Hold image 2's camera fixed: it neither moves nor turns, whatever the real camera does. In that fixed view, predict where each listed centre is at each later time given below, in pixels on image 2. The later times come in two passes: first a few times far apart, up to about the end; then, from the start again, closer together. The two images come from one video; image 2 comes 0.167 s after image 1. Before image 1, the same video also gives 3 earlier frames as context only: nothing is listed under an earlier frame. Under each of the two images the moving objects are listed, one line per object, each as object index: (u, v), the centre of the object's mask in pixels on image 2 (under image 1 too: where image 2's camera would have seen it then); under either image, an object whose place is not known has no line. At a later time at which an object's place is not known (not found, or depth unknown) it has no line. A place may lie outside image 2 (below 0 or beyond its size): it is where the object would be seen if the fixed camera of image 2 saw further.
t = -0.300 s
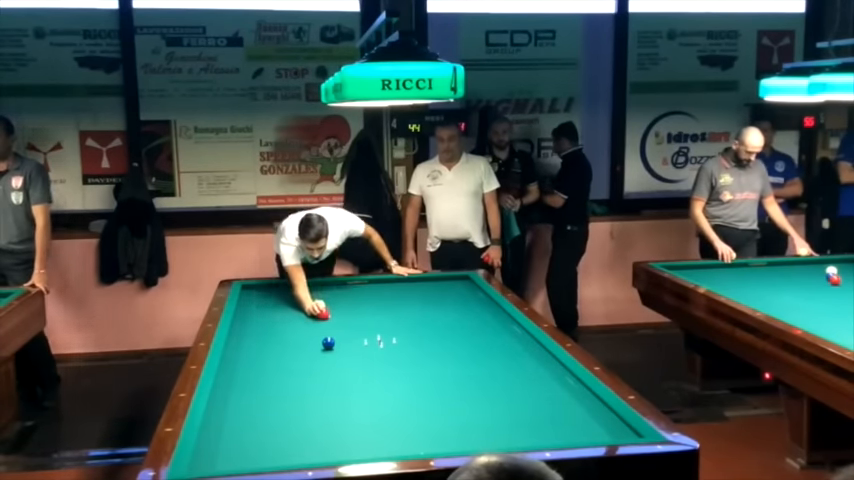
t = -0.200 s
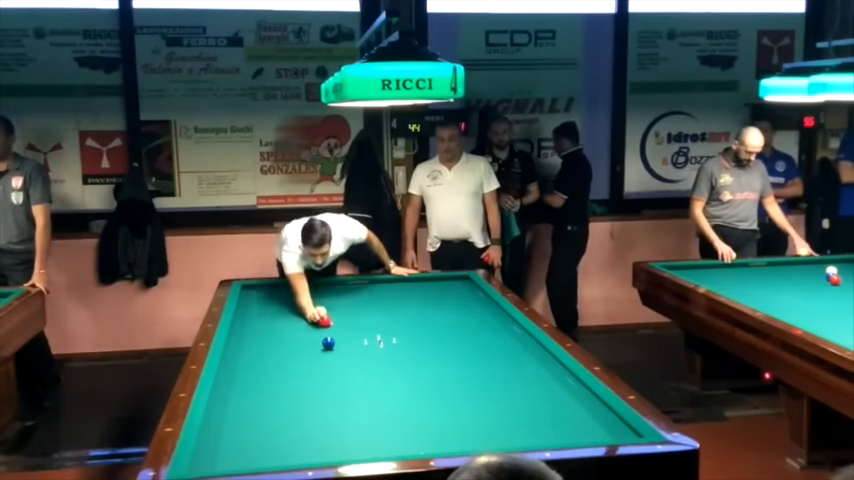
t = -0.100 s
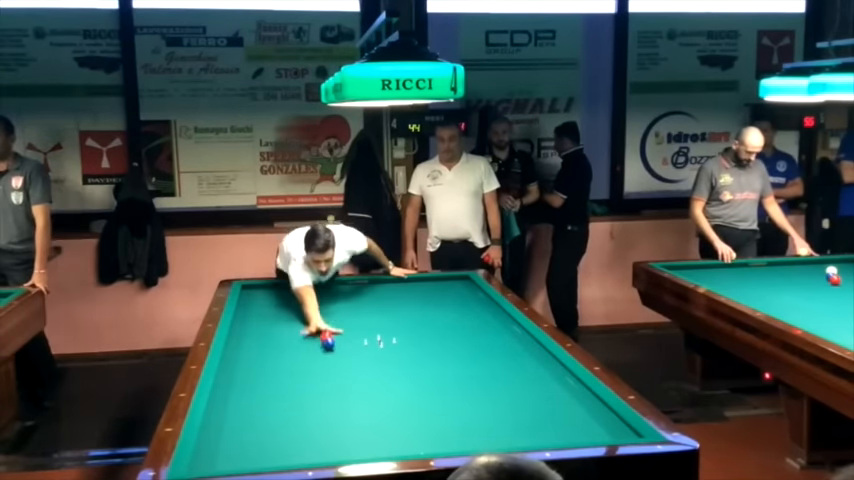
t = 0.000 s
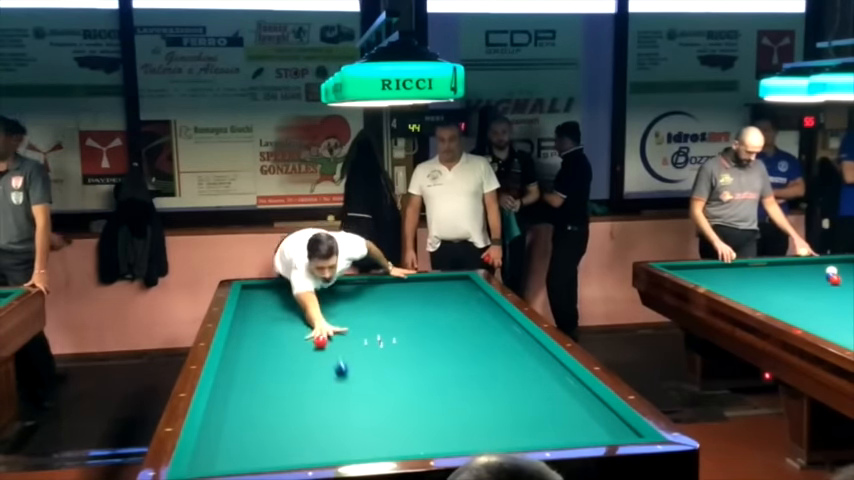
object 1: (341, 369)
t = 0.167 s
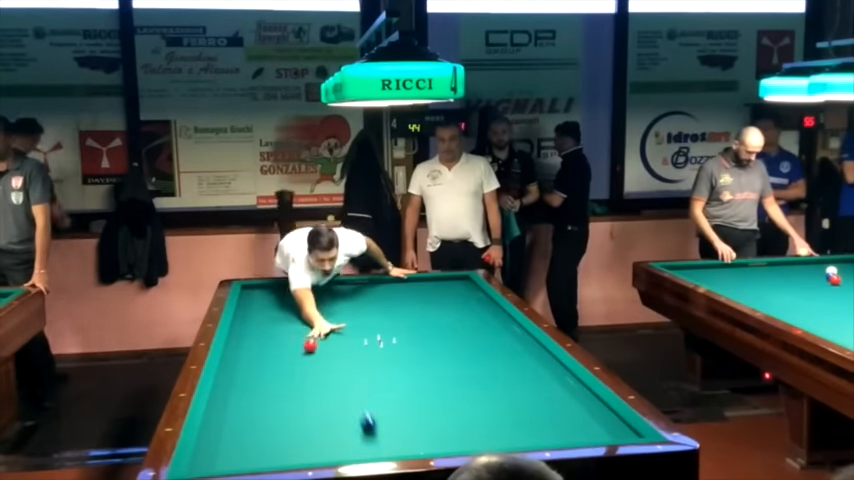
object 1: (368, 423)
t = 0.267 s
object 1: (383, 447)
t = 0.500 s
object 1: (377, 385)
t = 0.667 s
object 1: (374, 355)
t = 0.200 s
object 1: (375, 437)
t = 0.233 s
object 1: (381, 448)
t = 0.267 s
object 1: (383, 447)
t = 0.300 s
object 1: (382, 438)
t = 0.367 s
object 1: (380, 417)
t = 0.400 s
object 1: (379, 408)
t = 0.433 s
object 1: (379, 400)
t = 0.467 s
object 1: (378, 392)
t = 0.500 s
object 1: (377, 385)
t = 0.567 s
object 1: (375, 371)
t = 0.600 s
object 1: (375, 365)
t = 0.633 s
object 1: (374, 360)
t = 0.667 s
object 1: (374, 355)
